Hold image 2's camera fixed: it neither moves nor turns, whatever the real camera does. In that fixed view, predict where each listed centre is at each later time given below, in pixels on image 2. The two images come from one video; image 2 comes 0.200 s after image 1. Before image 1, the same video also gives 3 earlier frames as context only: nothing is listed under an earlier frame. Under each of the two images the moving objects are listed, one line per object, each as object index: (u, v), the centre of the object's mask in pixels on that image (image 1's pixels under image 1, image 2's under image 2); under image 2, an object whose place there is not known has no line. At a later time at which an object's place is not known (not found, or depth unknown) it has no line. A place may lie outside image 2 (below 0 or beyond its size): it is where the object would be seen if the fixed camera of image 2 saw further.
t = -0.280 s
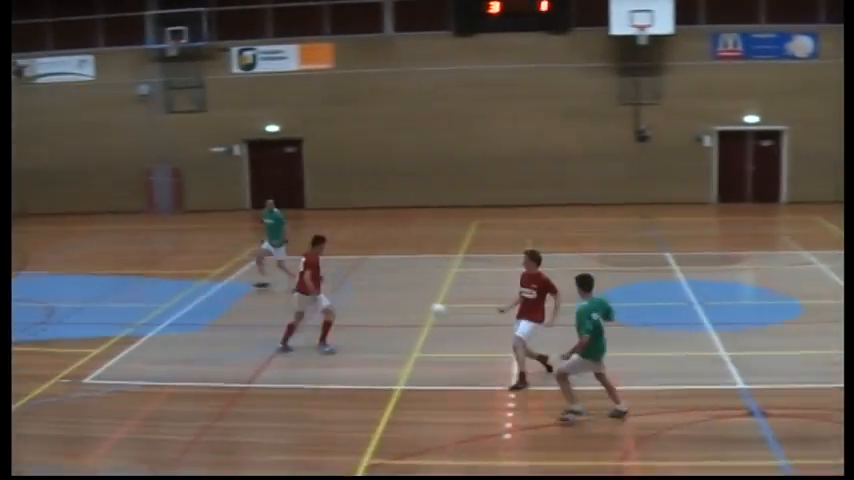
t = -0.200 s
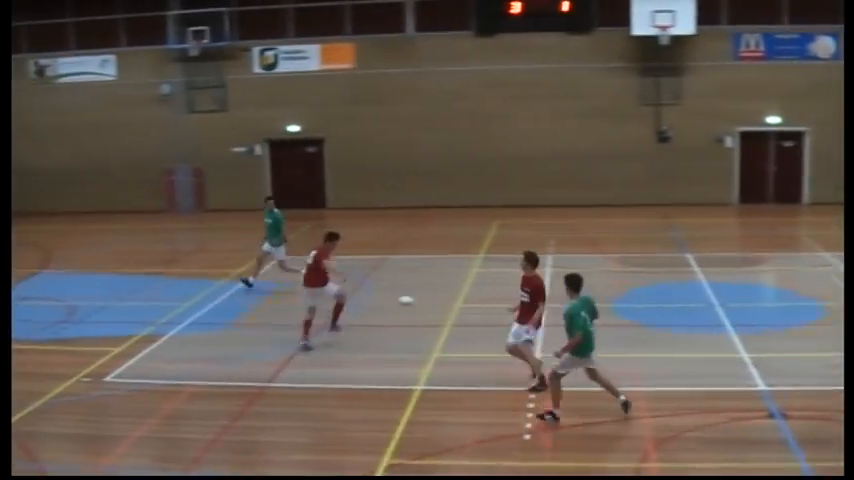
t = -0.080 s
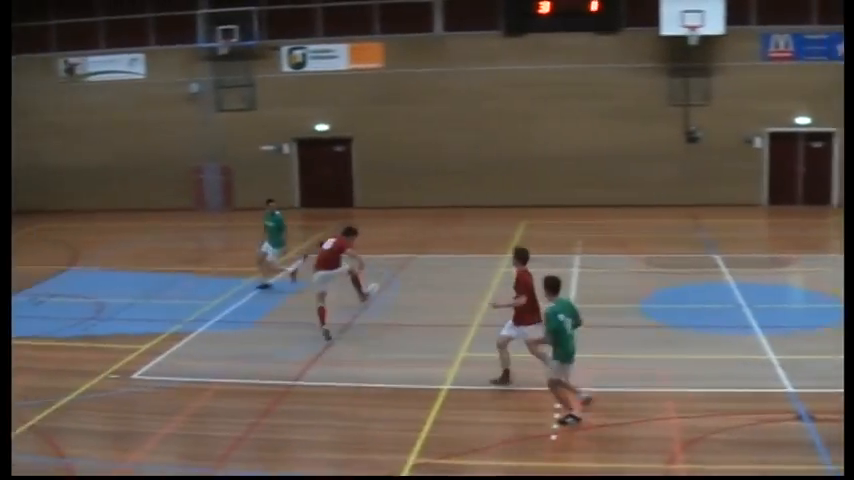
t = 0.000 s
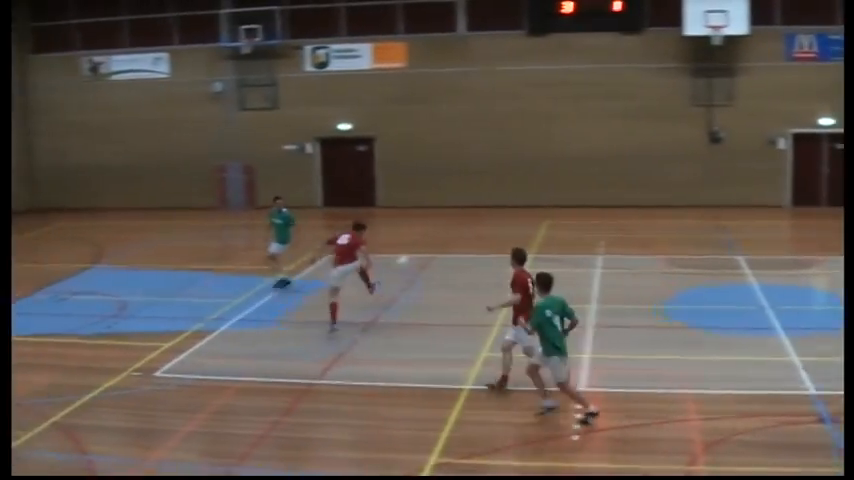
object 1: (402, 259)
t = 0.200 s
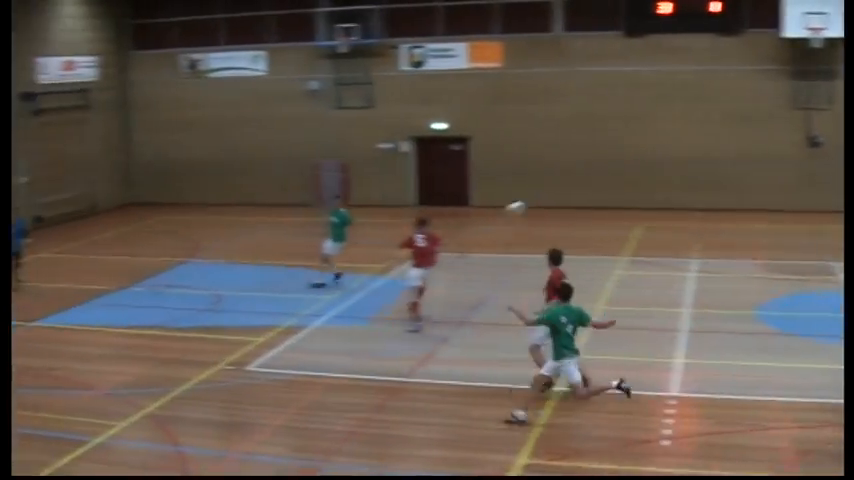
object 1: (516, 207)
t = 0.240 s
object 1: (524, 201)
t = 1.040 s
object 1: (605, 250)
